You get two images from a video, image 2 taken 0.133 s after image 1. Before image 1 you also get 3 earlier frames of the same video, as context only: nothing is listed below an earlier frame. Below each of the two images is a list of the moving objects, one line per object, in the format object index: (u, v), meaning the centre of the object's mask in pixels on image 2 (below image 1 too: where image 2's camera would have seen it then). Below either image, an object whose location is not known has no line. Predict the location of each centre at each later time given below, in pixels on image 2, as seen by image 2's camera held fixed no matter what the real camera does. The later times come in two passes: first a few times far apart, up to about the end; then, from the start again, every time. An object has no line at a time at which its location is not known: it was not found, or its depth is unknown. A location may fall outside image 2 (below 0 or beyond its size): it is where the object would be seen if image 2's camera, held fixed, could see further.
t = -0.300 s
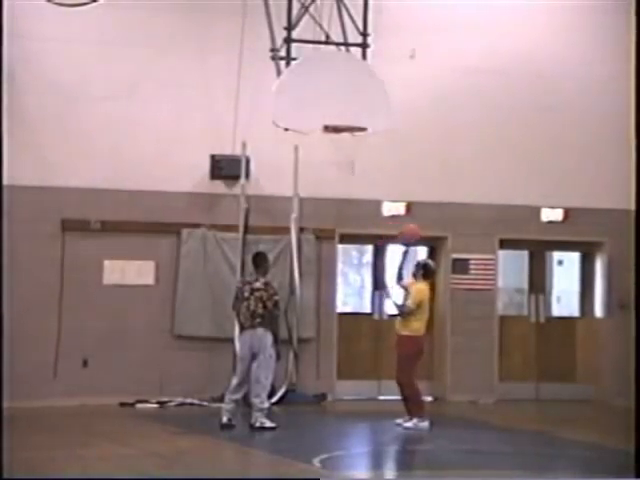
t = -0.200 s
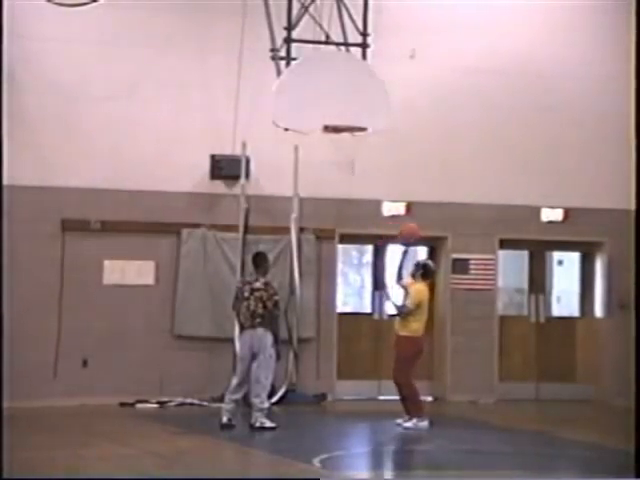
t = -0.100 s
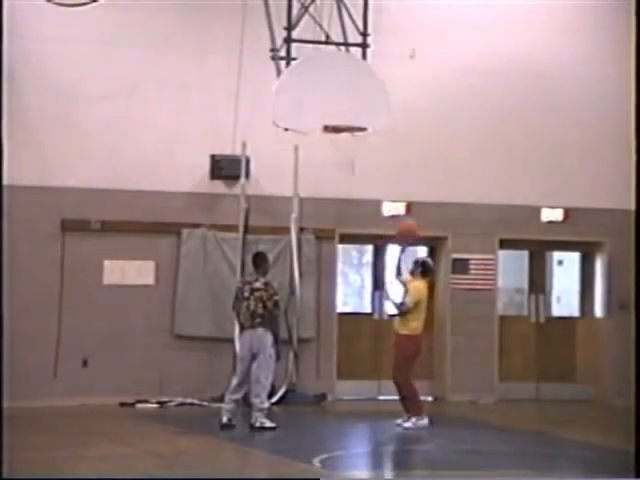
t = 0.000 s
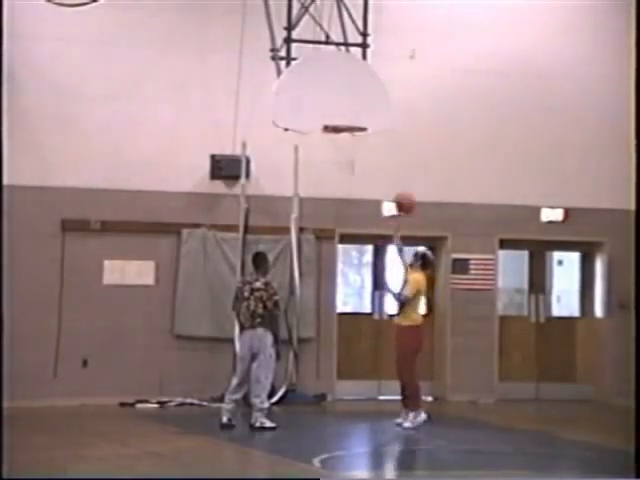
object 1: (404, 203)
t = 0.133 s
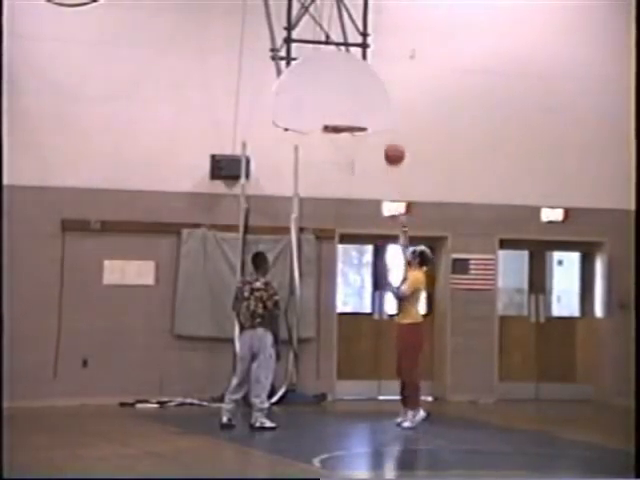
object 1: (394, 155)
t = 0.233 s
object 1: (387, 130)
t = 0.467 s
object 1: (369, 109)
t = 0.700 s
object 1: (360, 109)
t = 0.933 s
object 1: (357, 121)
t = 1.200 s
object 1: (332, 156)
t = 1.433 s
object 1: (320, 219)
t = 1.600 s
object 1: (310, 293)
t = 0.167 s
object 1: (392, 146)
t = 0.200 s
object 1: (389, 137)
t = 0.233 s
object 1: (387, 130)
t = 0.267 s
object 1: (384, 124)
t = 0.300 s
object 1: (381, 118)
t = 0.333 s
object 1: (379, 114)
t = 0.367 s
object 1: (376, 111)
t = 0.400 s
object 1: (373, 109)
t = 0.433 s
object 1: (372, 109)
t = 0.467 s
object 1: (369, 109)
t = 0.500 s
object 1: (367, 110)
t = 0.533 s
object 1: (365, 112)
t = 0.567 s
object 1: (362, 115)
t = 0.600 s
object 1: (361, 117)
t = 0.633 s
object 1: (360, 114)
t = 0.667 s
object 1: (360, 111)
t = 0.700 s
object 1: (360, 109)
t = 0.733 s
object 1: (360, 107)
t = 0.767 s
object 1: (359, 107)
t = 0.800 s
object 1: (359, 108)
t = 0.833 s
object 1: (358, 110)
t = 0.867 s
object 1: (358, 112)
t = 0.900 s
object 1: (357, 116)
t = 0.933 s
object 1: (357, 121)
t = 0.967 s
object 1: (354, 123)
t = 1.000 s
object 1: (351, 125)
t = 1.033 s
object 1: (347, 129)
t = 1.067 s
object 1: (343, 134)
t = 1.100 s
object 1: (340, 139)
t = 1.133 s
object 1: (337, 145)
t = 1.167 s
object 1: (335, 150)
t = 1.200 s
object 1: (332, 156)
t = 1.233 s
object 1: (330, 162)
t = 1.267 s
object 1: (329, 169)
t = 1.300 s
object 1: (327, 177)
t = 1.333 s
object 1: (325, 186)
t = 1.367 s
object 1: (323, 196)
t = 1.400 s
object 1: (322, 208)
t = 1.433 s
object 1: (320, 219)
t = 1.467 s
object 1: (320, 230)
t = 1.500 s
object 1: (313, 243)
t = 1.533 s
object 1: (313, 259)
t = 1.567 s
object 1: (311, 275)
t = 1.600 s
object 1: (310, 293)
